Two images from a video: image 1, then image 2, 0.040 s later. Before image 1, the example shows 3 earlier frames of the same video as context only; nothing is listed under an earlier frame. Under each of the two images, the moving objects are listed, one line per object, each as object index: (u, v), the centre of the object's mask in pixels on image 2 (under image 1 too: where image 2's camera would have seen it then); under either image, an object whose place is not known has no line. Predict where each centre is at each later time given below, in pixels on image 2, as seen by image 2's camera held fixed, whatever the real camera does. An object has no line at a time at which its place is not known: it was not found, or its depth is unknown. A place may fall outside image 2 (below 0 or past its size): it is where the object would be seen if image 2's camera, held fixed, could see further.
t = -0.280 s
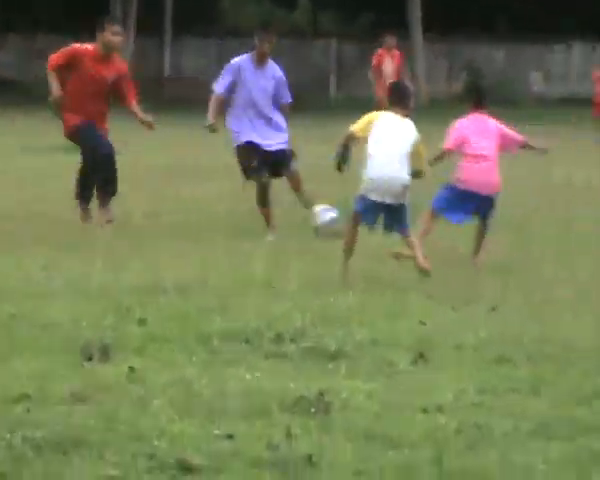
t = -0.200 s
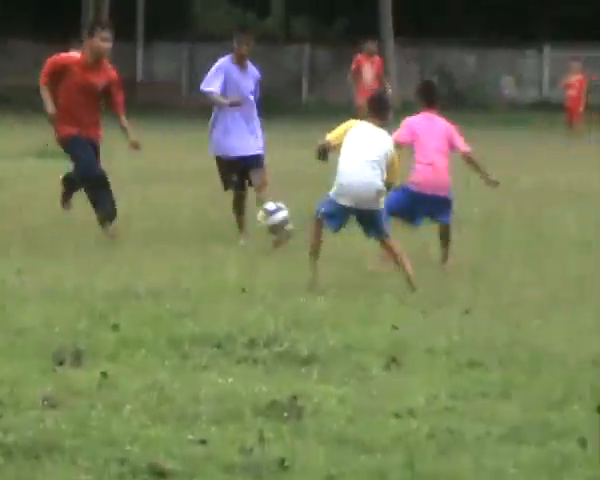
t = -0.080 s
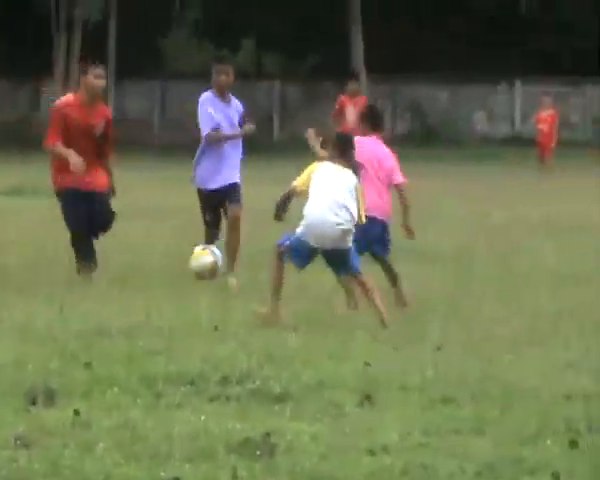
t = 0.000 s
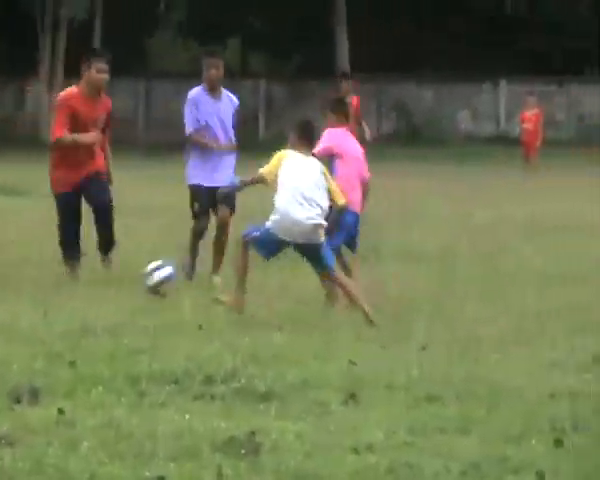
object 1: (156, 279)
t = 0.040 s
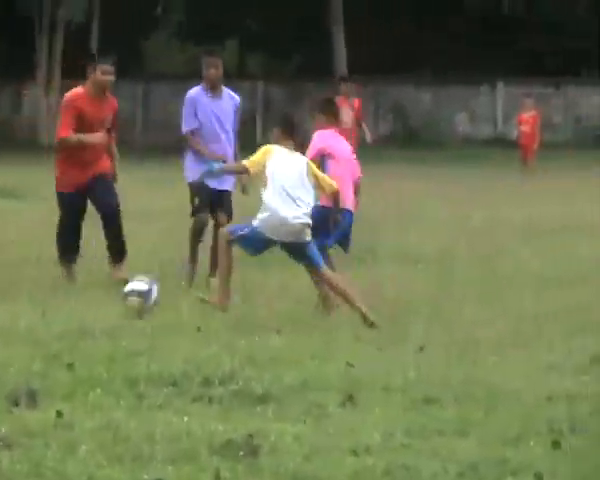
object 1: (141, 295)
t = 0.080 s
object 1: (124, 305)
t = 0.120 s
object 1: (108, 302)
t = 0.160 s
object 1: (90, 297)
